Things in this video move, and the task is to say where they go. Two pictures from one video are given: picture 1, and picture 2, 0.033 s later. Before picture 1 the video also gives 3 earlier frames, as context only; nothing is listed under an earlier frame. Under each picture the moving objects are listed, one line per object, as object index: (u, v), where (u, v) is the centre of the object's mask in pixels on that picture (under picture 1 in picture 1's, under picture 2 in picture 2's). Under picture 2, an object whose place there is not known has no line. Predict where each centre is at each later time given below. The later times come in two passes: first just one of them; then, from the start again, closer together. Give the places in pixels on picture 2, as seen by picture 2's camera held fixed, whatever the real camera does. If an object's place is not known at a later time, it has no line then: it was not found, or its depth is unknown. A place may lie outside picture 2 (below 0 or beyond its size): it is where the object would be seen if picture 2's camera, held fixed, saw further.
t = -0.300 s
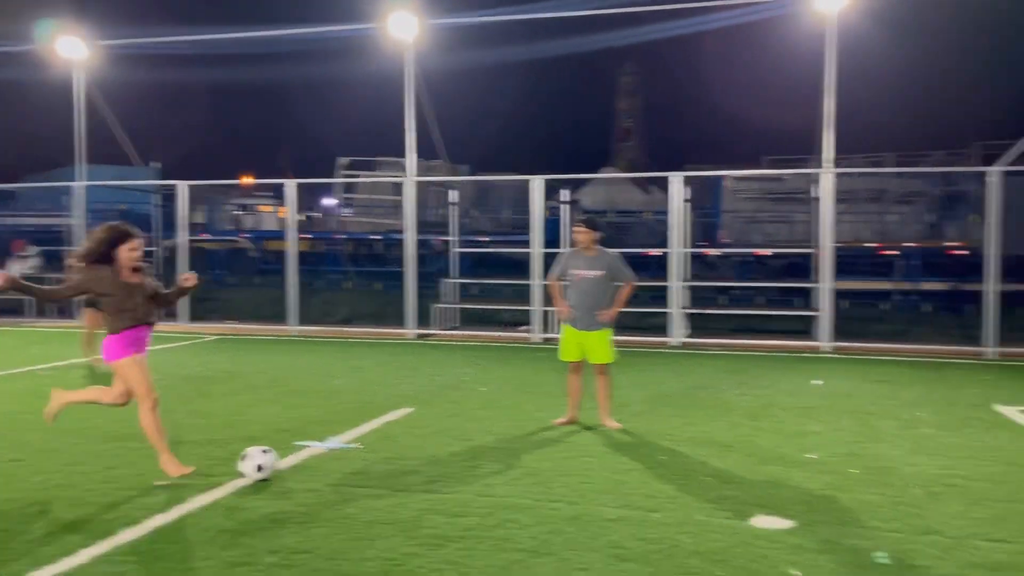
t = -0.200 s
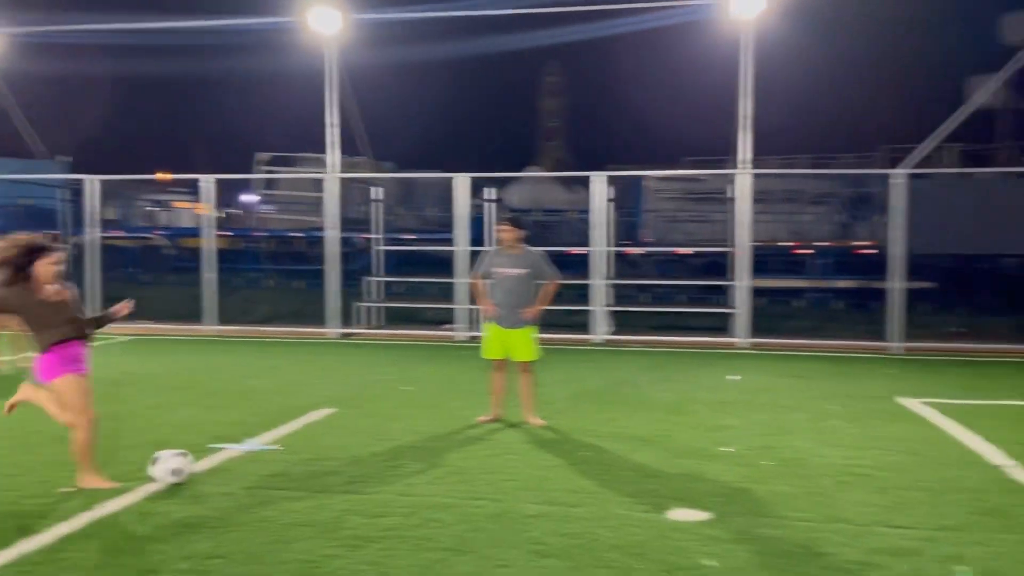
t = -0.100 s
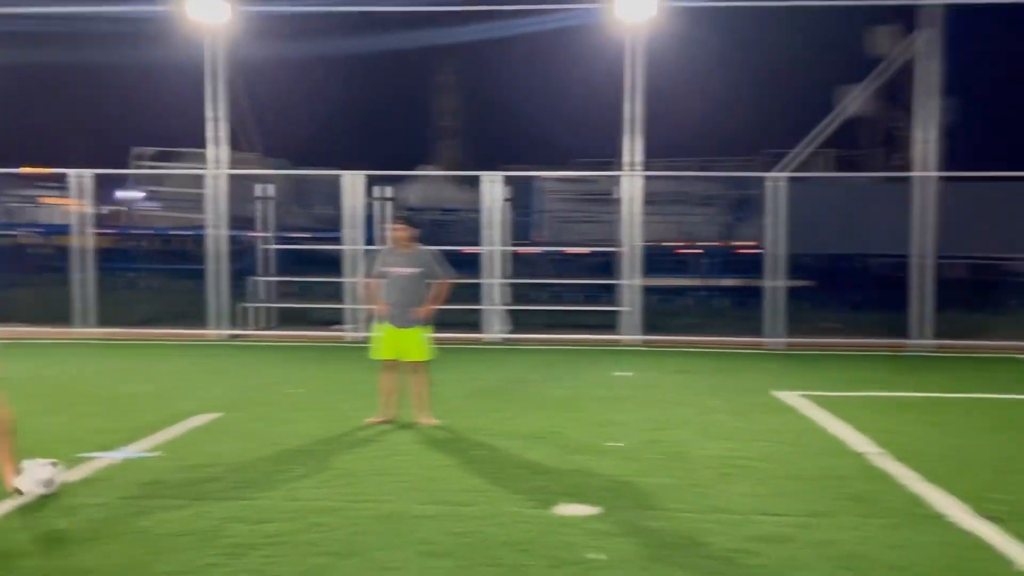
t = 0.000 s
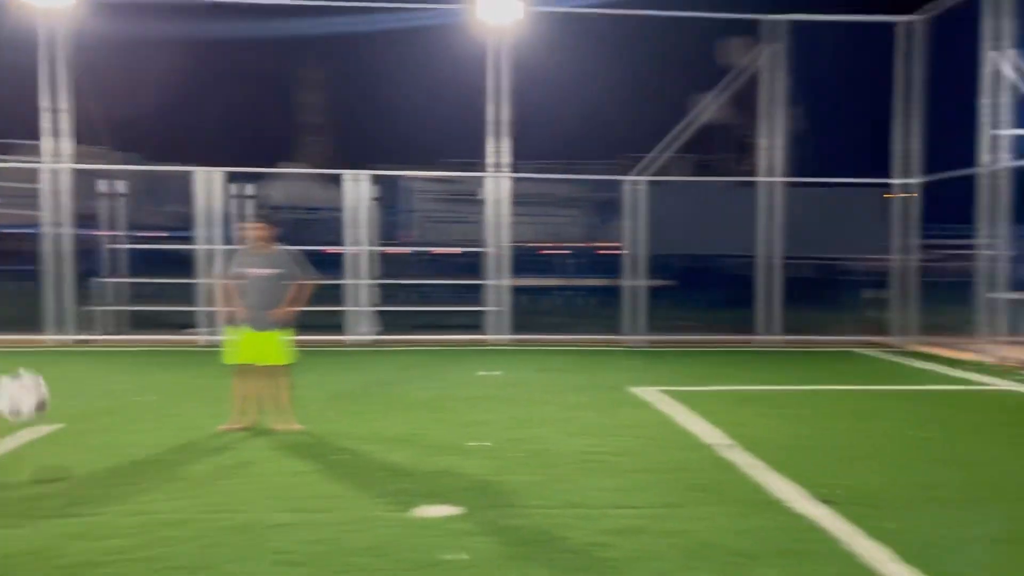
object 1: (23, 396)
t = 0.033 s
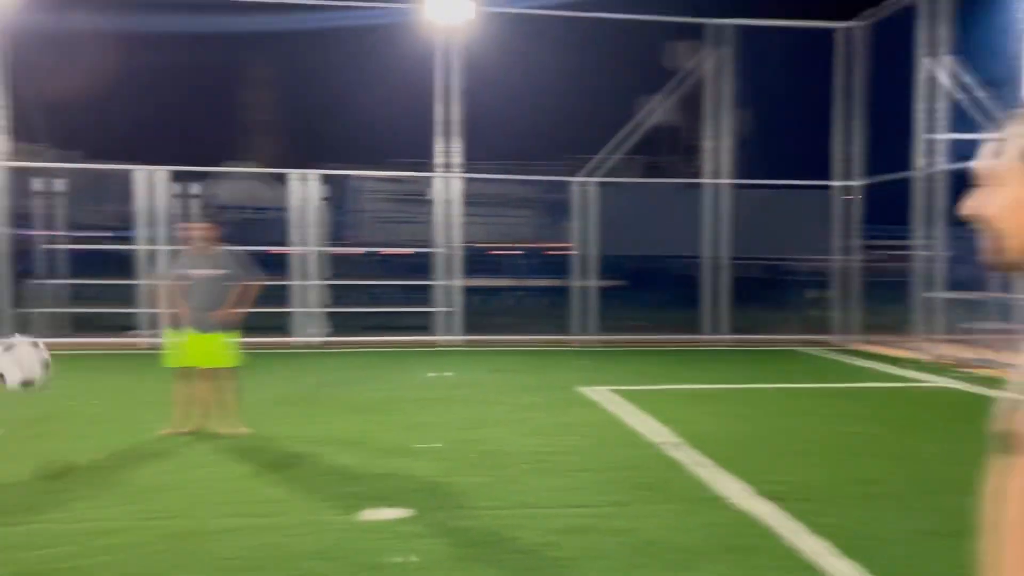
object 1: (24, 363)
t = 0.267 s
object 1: (585, 105)
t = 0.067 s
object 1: (93, 325)
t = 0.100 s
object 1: (167, 287)
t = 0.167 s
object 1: (323, 214)
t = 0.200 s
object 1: (407, 177)
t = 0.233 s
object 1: (493, 142)
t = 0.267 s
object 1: (585, 105)
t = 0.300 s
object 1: (680, 70)
